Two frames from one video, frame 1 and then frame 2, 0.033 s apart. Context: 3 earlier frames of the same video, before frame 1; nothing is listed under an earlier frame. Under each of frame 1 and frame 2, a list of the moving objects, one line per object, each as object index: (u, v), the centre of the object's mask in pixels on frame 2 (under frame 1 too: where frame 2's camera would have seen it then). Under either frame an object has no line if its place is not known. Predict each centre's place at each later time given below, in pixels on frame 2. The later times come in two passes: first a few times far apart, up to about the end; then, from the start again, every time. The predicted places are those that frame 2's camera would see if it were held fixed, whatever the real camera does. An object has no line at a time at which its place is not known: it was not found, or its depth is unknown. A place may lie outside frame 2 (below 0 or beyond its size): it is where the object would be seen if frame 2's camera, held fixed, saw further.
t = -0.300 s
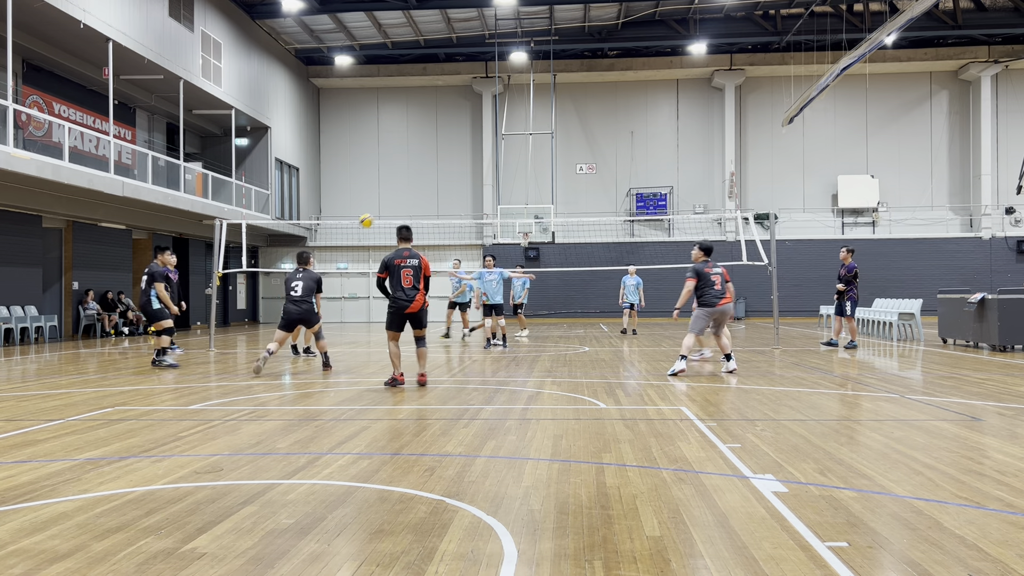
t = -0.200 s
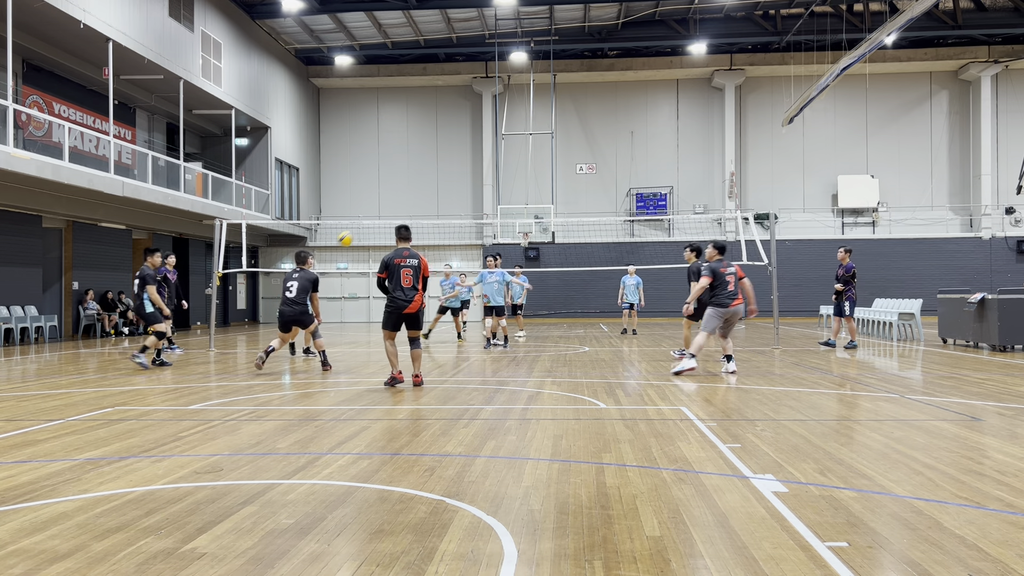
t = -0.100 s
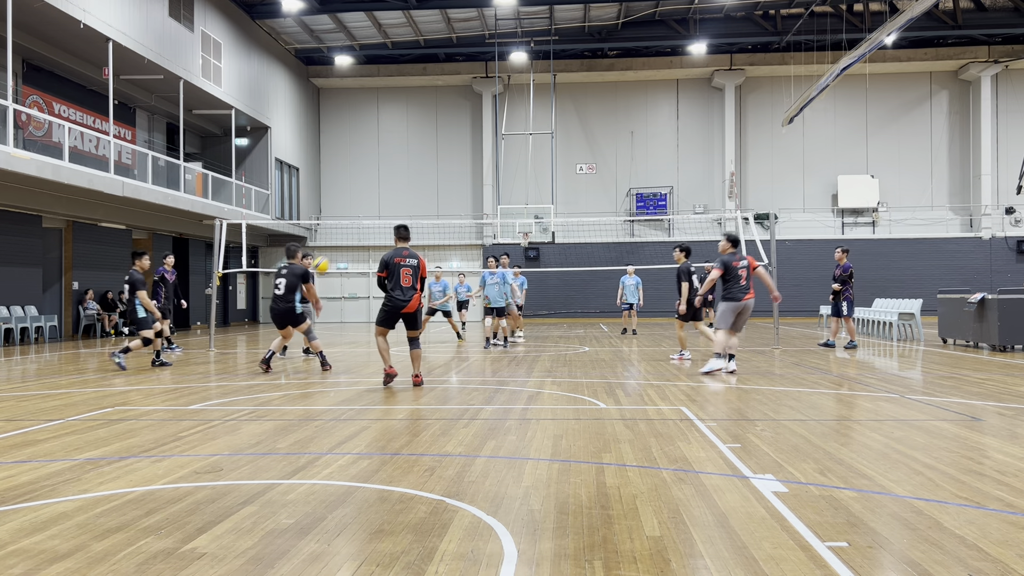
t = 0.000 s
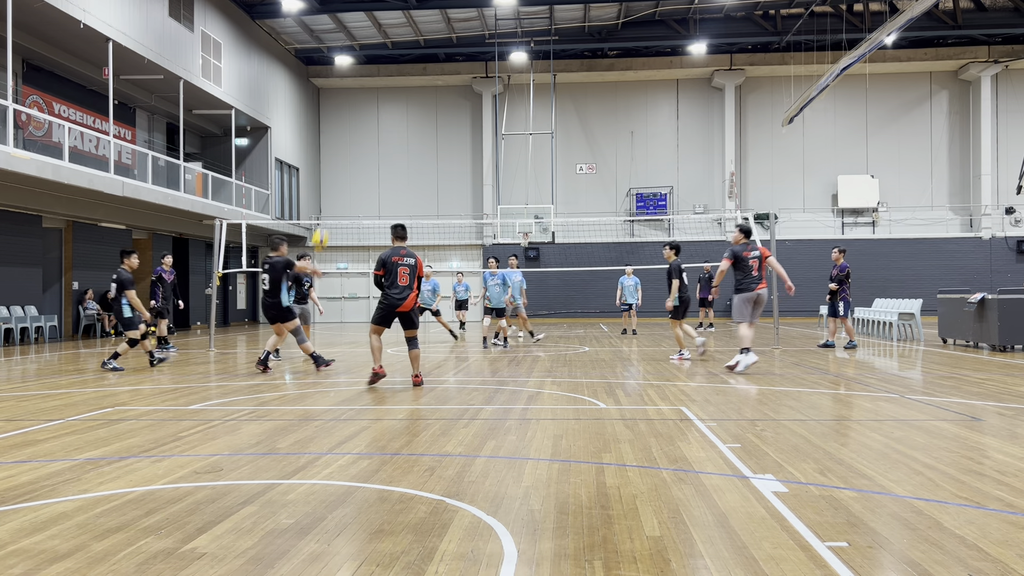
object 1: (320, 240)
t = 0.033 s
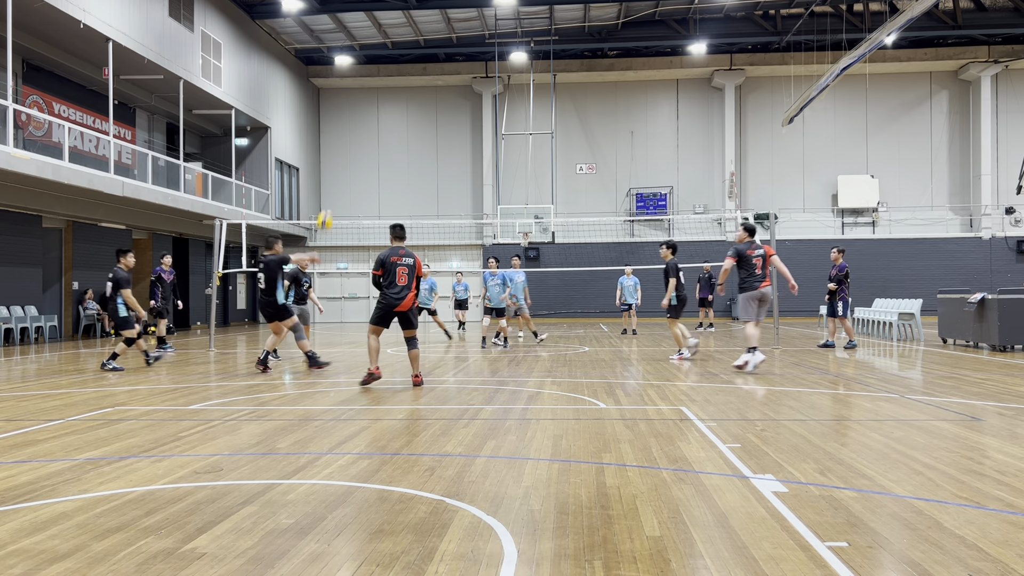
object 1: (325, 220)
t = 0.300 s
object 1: (364, 104)
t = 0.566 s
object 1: (403, 44)
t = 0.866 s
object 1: (447, 38)
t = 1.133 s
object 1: (485, 87)
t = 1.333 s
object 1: (511, 154)
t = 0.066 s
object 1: (330, 203)
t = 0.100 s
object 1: (335, 185)
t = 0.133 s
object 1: (340, 169)
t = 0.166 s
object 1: (345, 154)
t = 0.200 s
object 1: (350, 140)
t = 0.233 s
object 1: (355, 127)
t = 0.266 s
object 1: (360, 115)
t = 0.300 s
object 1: (364, 104)
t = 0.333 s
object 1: (369, 94)
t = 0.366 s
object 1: (374, 84)
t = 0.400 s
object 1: (379, 75)
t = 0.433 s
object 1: (384, 67)
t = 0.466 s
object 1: (389, 60)
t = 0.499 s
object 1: (394, 54)
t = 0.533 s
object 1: (399, 48)
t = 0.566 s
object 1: (403, 44)
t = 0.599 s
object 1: (408, 40)
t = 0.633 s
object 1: (413, 37)
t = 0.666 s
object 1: (418, 34)
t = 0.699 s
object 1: (423, 33)
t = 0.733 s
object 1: (428, 32)
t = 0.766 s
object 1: (433, 33)
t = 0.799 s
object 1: (437, 34)
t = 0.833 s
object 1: (442, 35)
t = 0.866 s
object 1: (447, 38)
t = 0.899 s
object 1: (452, 41)
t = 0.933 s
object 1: (457, 46)
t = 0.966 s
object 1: (462, 51)
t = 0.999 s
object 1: (466, 57)
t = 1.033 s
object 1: (471, 63)
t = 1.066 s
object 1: (475, 70)
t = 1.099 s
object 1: (480, 79)
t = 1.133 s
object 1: (485, 87)
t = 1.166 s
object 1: (489, 96)
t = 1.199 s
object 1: (494, 107)
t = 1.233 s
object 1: (497, 118)
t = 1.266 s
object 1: (502, 129)
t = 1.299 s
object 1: (507, 142)
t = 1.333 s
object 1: (511, 154)
